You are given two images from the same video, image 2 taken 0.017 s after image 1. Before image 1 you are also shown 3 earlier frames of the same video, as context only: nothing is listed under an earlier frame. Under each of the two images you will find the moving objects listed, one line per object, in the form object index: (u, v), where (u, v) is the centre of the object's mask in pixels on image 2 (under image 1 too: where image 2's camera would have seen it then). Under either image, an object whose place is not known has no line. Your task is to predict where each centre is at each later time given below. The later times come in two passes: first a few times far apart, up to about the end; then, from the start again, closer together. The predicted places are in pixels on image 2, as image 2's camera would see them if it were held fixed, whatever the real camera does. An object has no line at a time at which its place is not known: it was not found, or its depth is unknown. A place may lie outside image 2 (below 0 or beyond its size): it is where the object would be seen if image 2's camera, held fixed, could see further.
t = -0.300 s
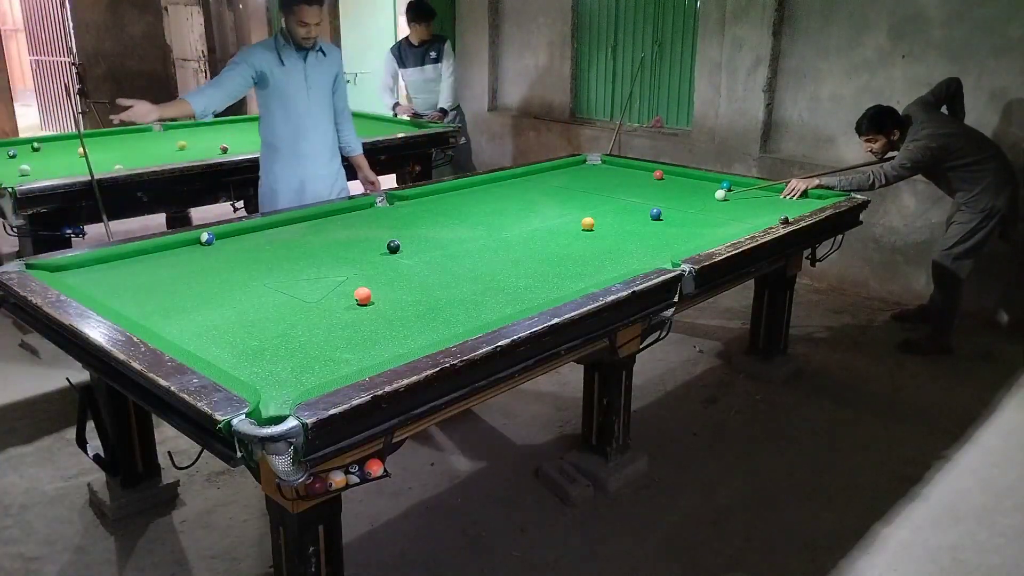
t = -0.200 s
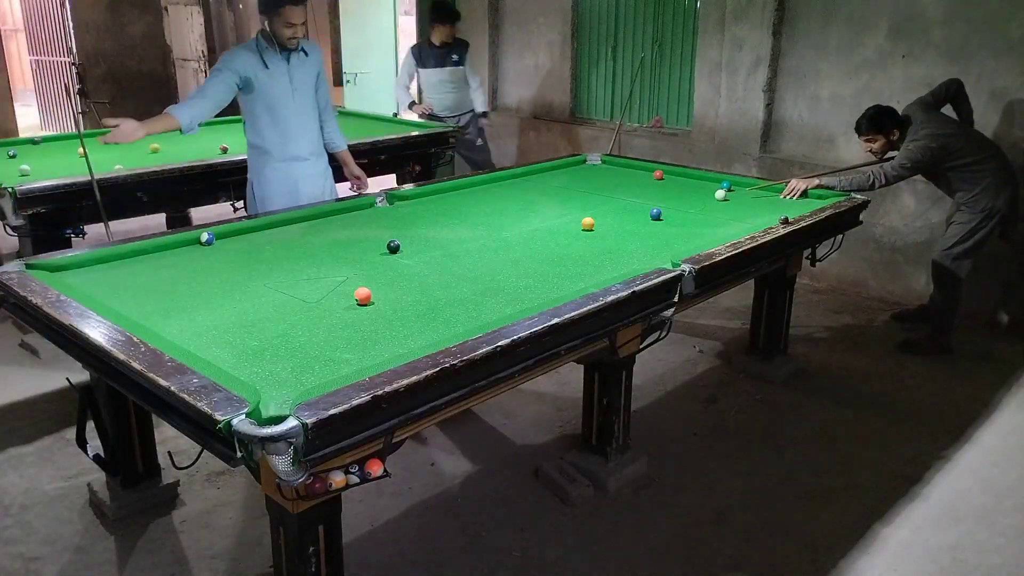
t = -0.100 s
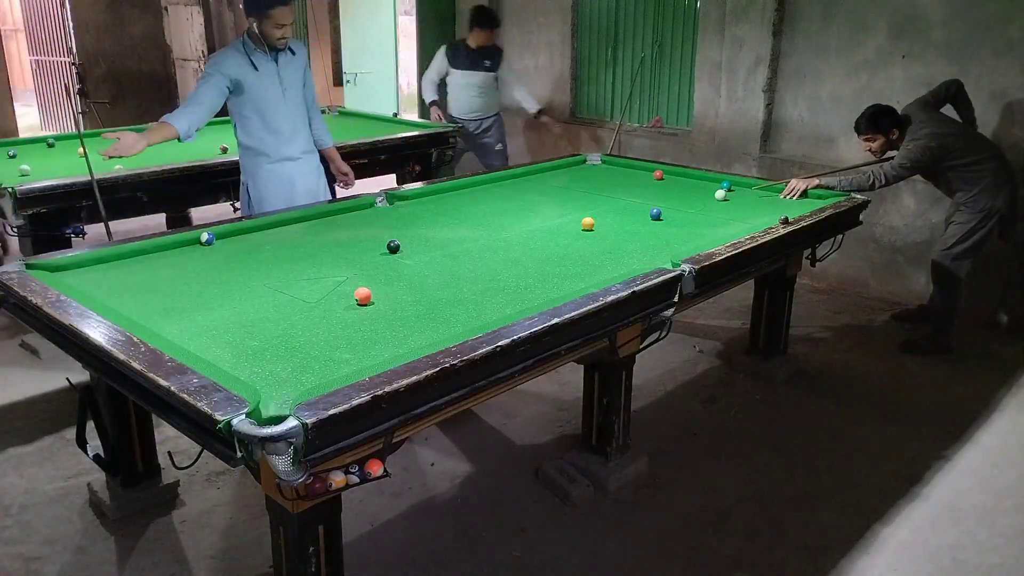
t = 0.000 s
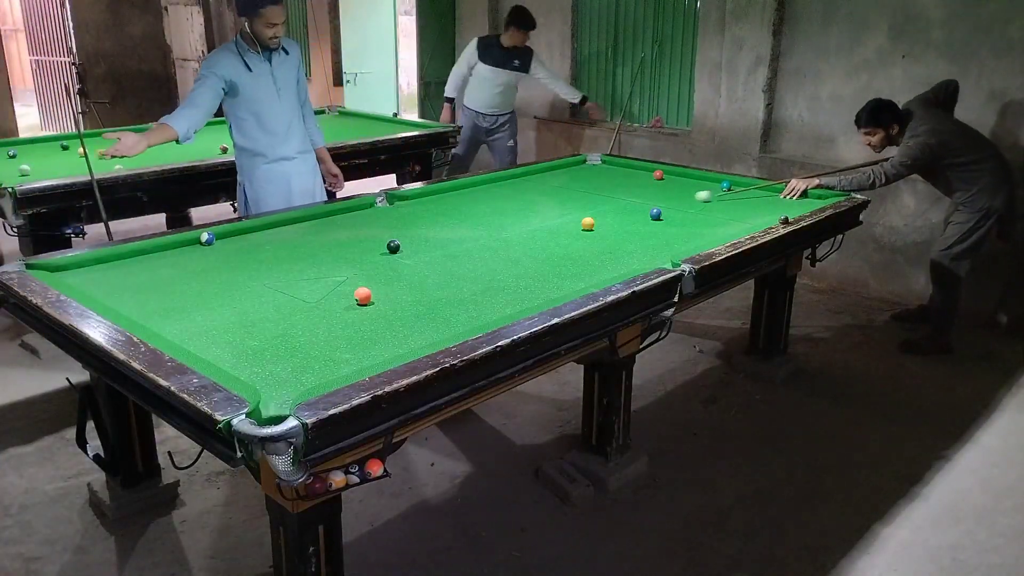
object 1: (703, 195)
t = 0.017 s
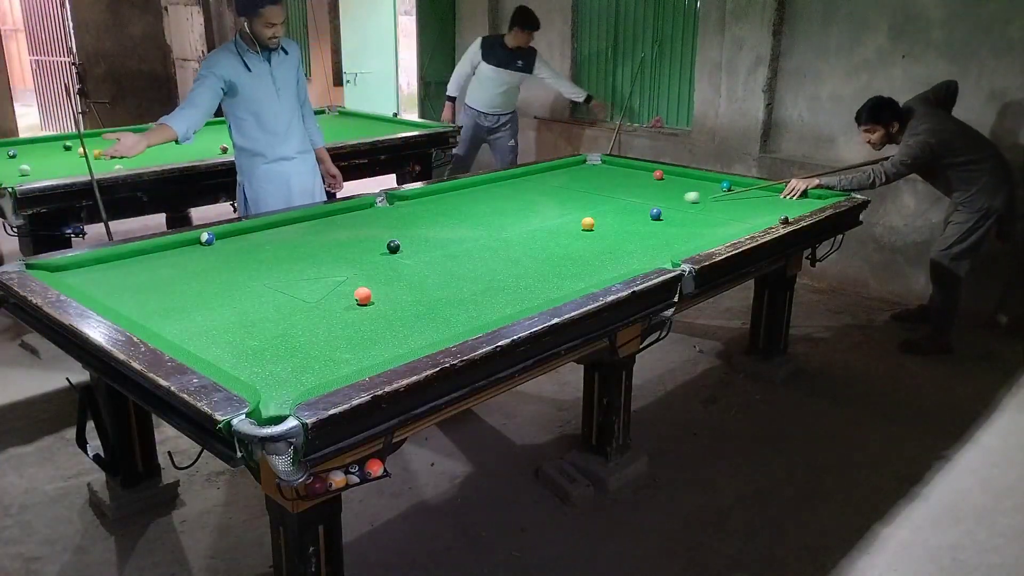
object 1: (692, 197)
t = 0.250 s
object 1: (536, 210)
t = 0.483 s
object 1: (366, 223)
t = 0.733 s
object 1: (225, 240)
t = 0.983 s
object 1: (229, 256)
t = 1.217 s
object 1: (235, 270)
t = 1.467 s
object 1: (242, 282)
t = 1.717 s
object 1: (253, 292)
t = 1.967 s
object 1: (262, 300)
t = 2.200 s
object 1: (270, 304)
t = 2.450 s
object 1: (274, 305)
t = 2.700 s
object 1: (274, 305)
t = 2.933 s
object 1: (274, 304)
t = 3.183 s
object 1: (274, 303)
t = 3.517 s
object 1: (280, 303)
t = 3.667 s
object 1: (274, 306)
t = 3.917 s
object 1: (274, 306)
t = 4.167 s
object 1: (274, 306)
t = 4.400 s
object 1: (274, 306)
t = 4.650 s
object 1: (274, 306)
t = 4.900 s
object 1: (274, 306)
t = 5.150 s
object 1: (274, 306)
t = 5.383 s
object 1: (274, 305)
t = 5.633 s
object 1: (274, 305)
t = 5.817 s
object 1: (274, 305)
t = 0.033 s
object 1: (681, 198)
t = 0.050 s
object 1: (670, 198)
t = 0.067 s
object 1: (659, 199)
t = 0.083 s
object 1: (648, 200)
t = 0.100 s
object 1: (637, 201)
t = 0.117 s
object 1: (626, 202)
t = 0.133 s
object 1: (615, 203)
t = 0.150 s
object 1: (604, 204)
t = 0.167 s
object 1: (593, 204)
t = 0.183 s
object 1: (581, 206)
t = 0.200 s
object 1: (571, 206)
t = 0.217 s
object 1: (559, 207)
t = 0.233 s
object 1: (547, 209)
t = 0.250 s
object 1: (536, 210)
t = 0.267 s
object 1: (525, 211)
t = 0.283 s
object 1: (513, 211)
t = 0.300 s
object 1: (501, 212)
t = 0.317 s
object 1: (489, 213)
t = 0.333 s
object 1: (477, 214)
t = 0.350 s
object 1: (465, 215)
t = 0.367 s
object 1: (453, 217)
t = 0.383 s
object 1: (441, 218)
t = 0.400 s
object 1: (429, 218)
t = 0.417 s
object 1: (417, 219)
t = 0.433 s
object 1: (404, 220)
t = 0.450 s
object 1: (392, 221)
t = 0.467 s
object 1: (379, 222)
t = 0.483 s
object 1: (366, 223)
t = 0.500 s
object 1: (354, 224)
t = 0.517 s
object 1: (341, 225)
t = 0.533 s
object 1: (328, 226)
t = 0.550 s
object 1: (315, 228)
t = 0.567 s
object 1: (302, 228)
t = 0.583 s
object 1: (289, 229)
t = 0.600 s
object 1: (276, 231)
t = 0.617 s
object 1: (263, 232)
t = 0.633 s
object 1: (249, 233)
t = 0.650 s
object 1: (236, 234)
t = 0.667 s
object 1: (224, 235)
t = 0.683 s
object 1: (222, 236)
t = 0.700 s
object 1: (223, 237)
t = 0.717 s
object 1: (224, 239)
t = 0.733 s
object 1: (225, 240)
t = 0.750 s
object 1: (225, 241)
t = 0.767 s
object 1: (225, 242)
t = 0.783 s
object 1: (225, 243)
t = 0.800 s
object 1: (226, 244)
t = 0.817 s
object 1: (226, 245)
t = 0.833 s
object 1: (226, 246)
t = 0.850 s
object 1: (227, 247)
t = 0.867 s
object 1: (227, 248)
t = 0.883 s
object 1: (227, 249)
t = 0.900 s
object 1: (228, 251)
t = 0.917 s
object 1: (228, 252)
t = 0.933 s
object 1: (228, 253)
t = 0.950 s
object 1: (228, 254)
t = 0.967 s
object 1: (229, 255)
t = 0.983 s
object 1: (229, 256)
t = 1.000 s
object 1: (230, 257)
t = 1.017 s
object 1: (230, 258)
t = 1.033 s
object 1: (230, 259)
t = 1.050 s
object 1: (231, 260)
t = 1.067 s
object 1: (231, 261)
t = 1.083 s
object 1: (232, 262)
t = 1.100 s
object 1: (232, 263)
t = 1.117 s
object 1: (232, 264)
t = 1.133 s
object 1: (233, 265)
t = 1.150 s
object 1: (233, 266)
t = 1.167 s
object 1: (234, 267)
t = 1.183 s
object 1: (234, 268)
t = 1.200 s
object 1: (235, 269)
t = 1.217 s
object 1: (235, 270)
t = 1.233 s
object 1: (235, 271)
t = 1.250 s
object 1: (236, 271)
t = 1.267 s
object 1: (236, 272)
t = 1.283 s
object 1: (237, 273)
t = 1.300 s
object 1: (237, 274)
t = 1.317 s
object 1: (238, 275)
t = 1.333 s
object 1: (238, 276)
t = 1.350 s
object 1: (239, 277)
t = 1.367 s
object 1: (239, 277)
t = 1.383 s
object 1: (239, 278)
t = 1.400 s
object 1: (240, 279)
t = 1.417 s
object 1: (240, 280)
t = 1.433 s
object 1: (241, 281)
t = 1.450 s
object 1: (242, 281)
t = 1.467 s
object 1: (242, 282)
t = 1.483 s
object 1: (243, 283)
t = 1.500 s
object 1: (244, 284)
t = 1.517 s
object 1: (244, 285)
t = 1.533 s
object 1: (245, 285)
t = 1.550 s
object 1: (246, 286)
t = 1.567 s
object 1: (246, 287)
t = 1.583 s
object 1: (247, 287)
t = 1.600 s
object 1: (248, 288)
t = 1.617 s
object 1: (249, 289)
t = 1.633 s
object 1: (250, 289)
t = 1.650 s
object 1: (250, 290)
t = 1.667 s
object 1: (251, 291)
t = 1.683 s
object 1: (251, 291)
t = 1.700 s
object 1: (252, 292)
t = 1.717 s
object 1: (253, 292)
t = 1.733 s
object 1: (254, 293)
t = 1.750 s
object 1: (254, 294)
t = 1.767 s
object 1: (255, 294)
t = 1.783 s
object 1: (255, 295)
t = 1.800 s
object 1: (256, 295)
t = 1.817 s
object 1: (257, 296)
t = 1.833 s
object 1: (257, 296)
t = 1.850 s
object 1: (258, 296)
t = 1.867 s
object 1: (259, 297)
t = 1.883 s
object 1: (259, 298)
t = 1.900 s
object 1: (260, 298)
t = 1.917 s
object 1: (261, 298)
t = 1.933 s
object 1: (261, 299)
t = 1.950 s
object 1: (262, 299)
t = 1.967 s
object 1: (262, 300)
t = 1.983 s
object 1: (263, 300)
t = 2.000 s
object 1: (263, 301)
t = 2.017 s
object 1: (264, 301)
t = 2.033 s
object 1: (265, 301)
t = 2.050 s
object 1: (265, 302)
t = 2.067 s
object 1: (266, 302)
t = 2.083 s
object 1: (266, 302)
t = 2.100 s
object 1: (267, 302)
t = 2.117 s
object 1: (268, 303)
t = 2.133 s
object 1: (268, 303)
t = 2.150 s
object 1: (269, 303)
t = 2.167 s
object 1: (269, 303)
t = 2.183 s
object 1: (270, 304)
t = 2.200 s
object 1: (270, 304)
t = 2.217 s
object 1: (270, 304)
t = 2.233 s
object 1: (271, 304)
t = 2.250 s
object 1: (271, 304)
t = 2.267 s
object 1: (272, 304)
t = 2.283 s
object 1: (272, 305)
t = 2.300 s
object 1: (272, 305)
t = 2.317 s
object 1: (273, 305)
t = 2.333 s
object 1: (273, 305)
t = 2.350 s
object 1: (273, 305)
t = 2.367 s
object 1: (274, 305)
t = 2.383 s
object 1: (274, 305)
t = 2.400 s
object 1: (274, 305)
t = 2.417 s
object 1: (274, 305)
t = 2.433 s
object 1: (274, 305)
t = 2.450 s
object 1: (274, 305)
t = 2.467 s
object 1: (274, 305)
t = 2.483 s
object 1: (274, 305)
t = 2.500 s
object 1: (274, 305)
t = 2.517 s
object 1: (274, 305)
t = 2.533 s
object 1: (274, 305)
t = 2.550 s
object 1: (274, 305)
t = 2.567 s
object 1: (274, 305)
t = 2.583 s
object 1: (274, 305)
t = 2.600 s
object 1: (274, 305)
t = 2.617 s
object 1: (274, 305)
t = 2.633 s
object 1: (274, 305)
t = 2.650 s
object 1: (274, 305)
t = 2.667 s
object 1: (274, 305)
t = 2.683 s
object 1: (274, 305)
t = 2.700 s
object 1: (274, 305)
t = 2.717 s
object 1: (274, 305)
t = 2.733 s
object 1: (274, 305)
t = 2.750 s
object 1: (274, 305)
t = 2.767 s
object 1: (274, 305)
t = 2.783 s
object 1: (274, 305)
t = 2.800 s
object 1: (274, 305)
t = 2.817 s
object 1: (274, 305)
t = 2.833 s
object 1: (274, 305)
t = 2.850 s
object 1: (274, 304)
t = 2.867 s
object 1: (274, 304)
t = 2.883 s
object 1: (274, 304)
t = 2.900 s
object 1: (274, 304)
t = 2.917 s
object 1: (274, 304)
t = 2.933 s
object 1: (274, 304)
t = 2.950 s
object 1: (274, 304)
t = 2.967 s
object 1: (274, 304)
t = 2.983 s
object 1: (274, 304)
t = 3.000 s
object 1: (274, 304)
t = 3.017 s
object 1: (274, 304)
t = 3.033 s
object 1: (274, 304)
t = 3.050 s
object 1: (274, 304)
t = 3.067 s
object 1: (274, 304)
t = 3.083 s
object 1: (274, 303)
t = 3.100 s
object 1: (274, 303)
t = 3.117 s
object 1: (274, 303)
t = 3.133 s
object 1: (274, 303)
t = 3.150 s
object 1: (274, 303)
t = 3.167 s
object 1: (274, 303)
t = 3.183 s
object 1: (274, 303)
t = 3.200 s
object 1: (274, 303)
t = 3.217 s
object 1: (274, 303)
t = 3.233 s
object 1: (274, 303)
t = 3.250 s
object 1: (274, 303)
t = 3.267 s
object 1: (274, 303)
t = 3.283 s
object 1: (273, 303)
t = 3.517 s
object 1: (280, 303)
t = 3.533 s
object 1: (275, 306)
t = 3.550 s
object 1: (274, 306)
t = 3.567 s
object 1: (274, 306)
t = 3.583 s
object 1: (274, 306)
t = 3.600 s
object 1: (274, 306)
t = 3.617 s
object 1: (274, 306)
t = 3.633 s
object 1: (274, 306)
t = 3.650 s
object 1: (274, 306)
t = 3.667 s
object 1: (274, 306)
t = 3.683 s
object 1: (274, 306)
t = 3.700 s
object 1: (274, 306)
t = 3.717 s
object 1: (274, 306)
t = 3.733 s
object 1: (274, 306)
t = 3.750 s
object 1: (274, 306)
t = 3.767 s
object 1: (274, 306)
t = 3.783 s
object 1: (274, 306)
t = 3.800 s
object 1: (274, 307)
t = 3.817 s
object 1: (274, 306)
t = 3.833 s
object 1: (274, 306)
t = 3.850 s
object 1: (274, 306)
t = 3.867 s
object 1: (274, 307)
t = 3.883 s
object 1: (274, 306)
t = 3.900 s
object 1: (274, 307)
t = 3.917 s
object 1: (274, 306)
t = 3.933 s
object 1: (274, 306)
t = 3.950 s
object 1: (274, 307)
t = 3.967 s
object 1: (274, 307)
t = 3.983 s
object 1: (274, 306)
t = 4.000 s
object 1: (274, 306)
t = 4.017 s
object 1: (274, 306)
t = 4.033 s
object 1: (274, 306)
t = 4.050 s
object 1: (274, 306)
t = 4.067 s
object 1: (274, 306)
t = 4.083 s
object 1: (274, 306)
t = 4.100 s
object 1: (274, 306)
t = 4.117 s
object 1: (274, 306)
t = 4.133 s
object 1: (274, 306)
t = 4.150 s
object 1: (274, 306)
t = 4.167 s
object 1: (274, 306)
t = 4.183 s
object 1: (274, 306)
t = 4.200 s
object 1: (274, 306)
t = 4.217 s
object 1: (274, 306)
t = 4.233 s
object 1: (274, 306)
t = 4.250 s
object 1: (274, 306)
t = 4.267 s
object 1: (274, 306)
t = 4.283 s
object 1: (274, 306)
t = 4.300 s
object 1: (274, 306)
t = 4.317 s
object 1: (274, 306)
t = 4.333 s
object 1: (274, 306)
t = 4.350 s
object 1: (274, 306)
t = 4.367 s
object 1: (274, 306)
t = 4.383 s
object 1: (274, 306)
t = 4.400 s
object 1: (274, 306)
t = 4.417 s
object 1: (274, 306)
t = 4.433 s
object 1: (274, 306)
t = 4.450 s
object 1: (274, 306)
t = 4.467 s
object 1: (274, 306)
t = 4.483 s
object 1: (274, 306)
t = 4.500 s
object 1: (274, 306)
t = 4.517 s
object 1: (274, 306)
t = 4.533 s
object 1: (274, 306)
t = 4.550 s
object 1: (274, 306)
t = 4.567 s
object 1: (274, 306)
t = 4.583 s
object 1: (274, 306)
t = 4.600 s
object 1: (274, 306)
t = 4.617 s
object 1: (274, 306)
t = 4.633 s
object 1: (274, 306)
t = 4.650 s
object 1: (274, 306)
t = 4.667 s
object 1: (274, 306)
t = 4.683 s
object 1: (274, 306)
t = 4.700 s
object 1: (274, 306)
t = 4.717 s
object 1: (274, 306)
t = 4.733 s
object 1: (274, 306)
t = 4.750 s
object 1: (274, 306)
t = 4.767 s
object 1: (274, 306)
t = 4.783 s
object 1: (274, 306)
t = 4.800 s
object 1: (274, 306)
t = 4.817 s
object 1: (274, 306)
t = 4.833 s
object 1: (274, 305)
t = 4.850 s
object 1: (274, 306)
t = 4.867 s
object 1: (274, 306)
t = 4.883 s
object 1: (274, 306)
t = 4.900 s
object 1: (274, 306)
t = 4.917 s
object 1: (274, 306)
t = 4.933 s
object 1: (274, 306)
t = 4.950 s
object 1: (274, 306)
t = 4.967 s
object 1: (274, 306)
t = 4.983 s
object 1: (274, 306)
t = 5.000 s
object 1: (274, 306)
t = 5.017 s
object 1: (274, 305)
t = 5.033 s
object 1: (273, 305)
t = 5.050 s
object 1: (274, 305)
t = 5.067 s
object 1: (274, 306)
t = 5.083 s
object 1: (273, 306)
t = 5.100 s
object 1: (273, 306)
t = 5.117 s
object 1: (273, 306)
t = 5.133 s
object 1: (273, 305)
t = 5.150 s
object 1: (274, 306)
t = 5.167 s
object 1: (274, 306)
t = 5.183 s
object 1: (274, 306)
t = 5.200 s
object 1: (274, 305)
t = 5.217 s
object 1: (274, 305)
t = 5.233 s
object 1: (274, 305)
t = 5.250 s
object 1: (274, 305)
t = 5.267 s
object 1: (274, 305)
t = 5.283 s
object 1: (274, 305)
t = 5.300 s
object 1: (274, 305)
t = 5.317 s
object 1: (273, 305)
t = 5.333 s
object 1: (274, 305)
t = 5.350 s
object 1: (273, 305)
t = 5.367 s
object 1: (274, 305)
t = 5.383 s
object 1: (274, 305)
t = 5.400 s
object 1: (274, 305)
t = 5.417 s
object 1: (274, 305)
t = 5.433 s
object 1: (274, 305)
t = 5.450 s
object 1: (274, 305)
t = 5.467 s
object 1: (274, 305)
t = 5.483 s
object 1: (274, 305)
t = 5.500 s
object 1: (274, 305)
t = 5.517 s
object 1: (274, 305)
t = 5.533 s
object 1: (274, 305)
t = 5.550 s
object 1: (274, 305)
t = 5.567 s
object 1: (274, 305)
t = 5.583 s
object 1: (274, 305)
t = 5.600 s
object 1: (274, 305)
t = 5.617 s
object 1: (274, 305)
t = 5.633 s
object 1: (274, 305)
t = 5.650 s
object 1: (274, 305)
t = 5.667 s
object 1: (274, 305)
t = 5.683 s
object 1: (274, 305)
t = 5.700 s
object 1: (274, 305)
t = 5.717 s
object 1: (274, 305)
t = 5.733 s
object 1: (274, 305)
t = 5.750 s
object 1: (274, 305)
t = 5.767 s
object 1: (274, 305)
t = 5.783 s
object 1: (274, 305)
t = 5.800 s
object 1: (274, 305)
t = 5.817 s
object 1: (274, 305)
